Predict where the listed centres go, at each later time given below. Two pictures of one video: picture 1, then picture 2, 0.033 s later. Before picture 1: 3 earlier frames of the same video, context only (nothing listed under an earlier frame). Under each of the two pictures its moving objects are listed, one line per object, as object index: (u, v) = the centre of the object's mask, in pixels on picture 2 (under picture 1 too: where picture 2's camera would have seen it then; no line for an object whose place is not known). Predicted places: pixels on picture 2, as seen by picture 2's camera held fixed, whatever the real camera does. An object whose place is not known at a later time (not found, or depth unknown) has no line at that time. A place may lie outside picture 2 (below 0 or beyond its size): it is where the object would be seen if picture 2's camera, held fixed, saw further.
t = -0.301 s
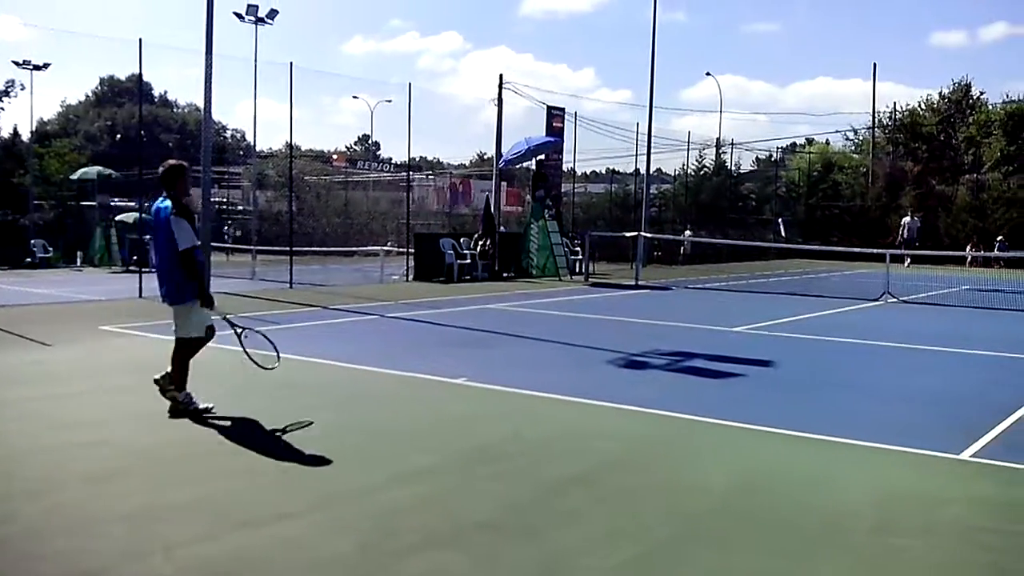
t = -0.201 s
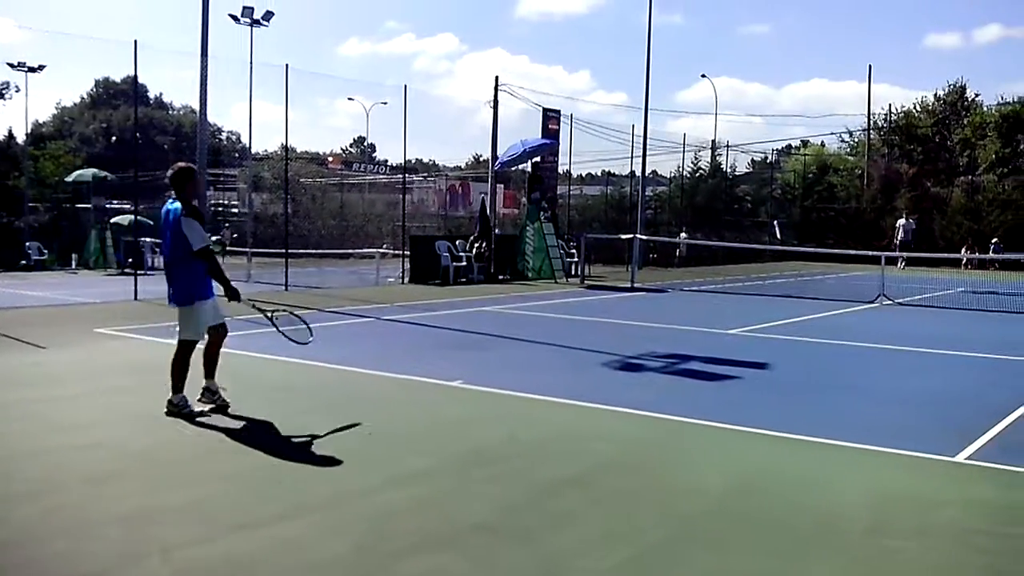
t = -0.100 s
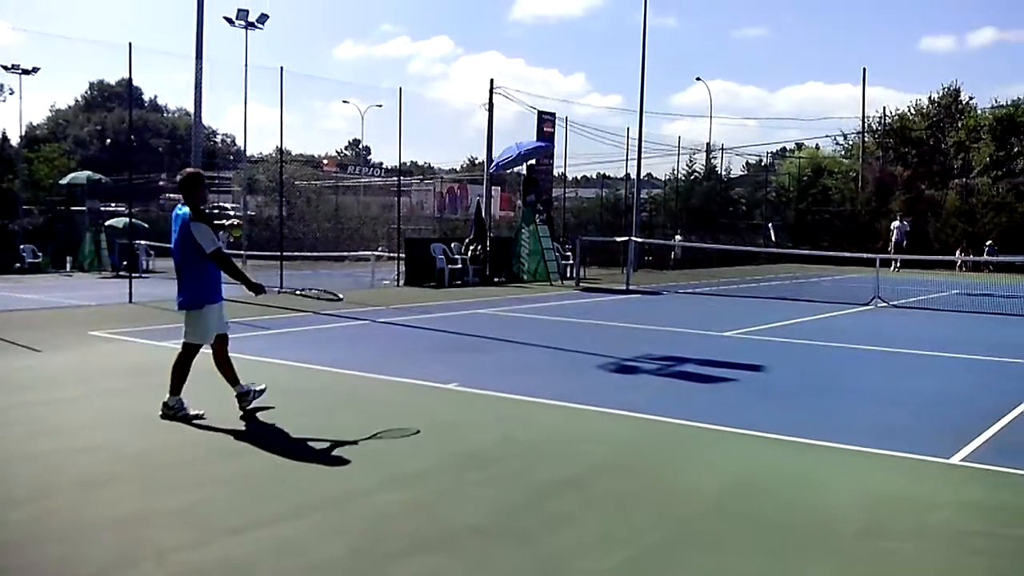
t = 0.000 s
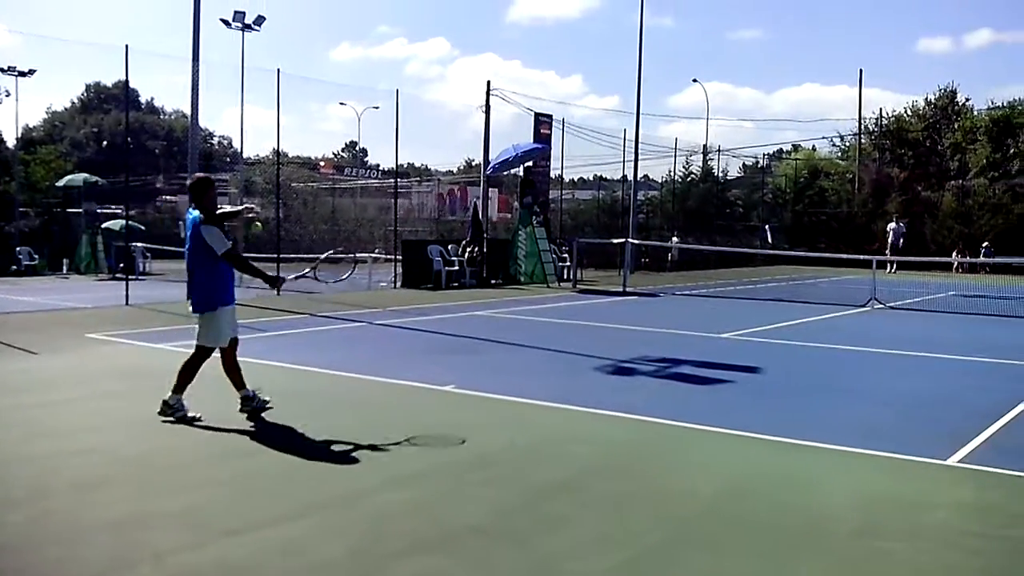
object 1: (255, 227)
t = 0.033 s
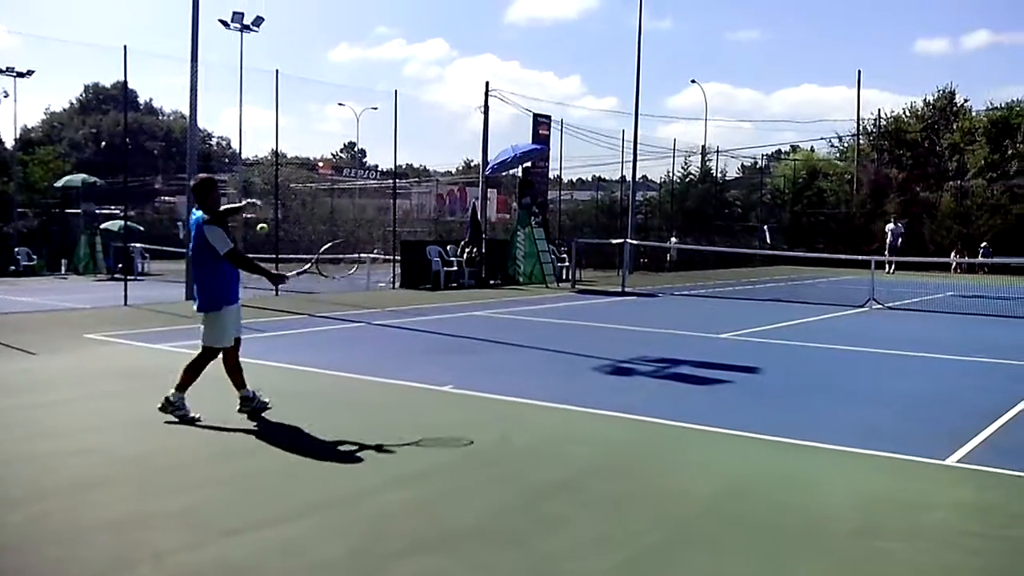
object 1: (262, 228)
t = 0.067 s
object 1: (270, 230)
